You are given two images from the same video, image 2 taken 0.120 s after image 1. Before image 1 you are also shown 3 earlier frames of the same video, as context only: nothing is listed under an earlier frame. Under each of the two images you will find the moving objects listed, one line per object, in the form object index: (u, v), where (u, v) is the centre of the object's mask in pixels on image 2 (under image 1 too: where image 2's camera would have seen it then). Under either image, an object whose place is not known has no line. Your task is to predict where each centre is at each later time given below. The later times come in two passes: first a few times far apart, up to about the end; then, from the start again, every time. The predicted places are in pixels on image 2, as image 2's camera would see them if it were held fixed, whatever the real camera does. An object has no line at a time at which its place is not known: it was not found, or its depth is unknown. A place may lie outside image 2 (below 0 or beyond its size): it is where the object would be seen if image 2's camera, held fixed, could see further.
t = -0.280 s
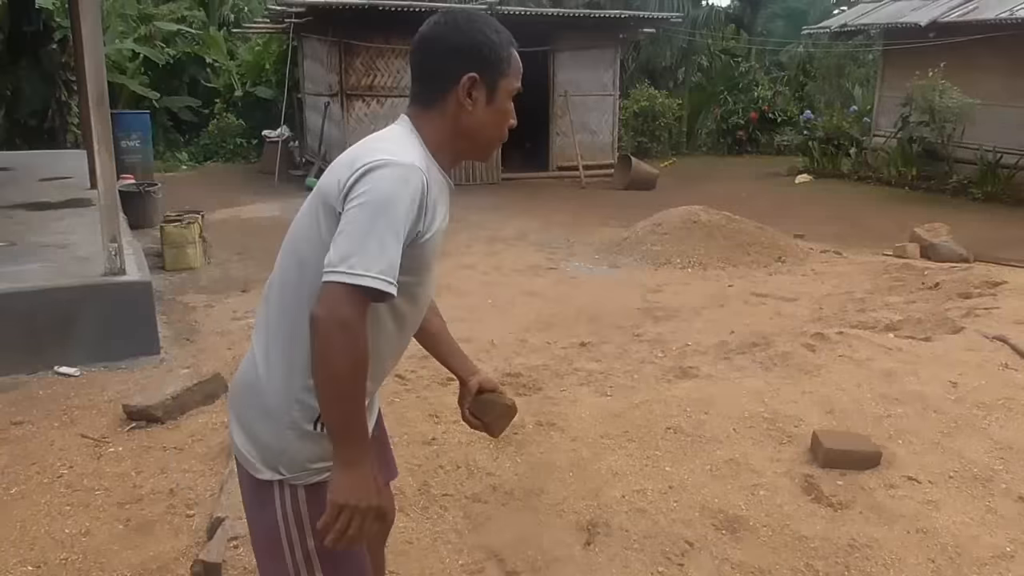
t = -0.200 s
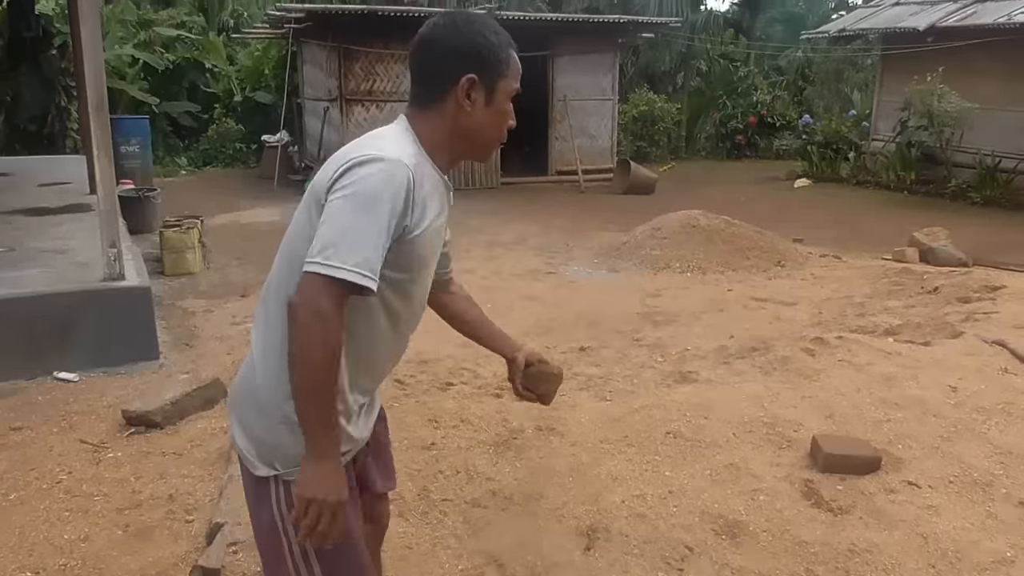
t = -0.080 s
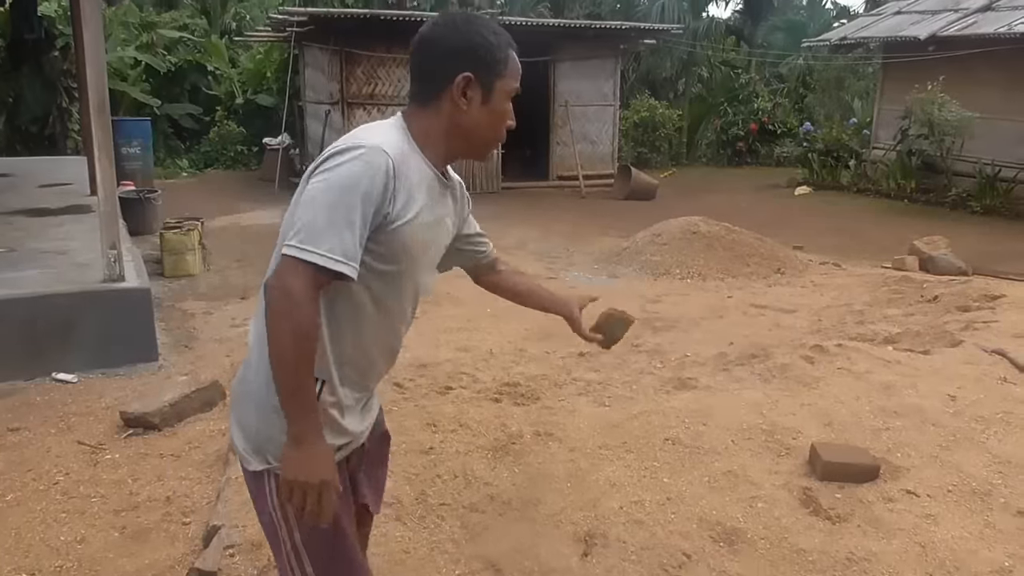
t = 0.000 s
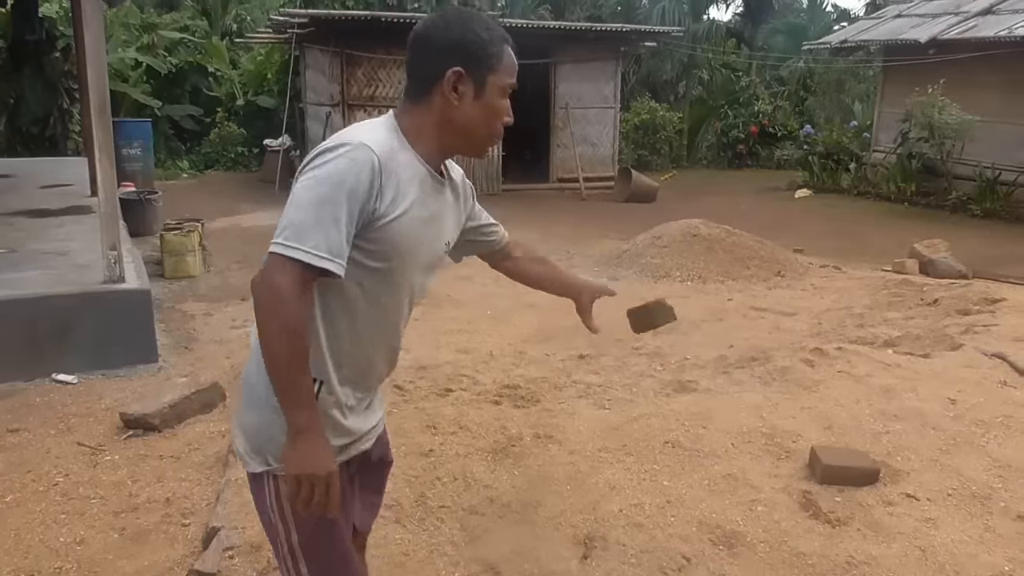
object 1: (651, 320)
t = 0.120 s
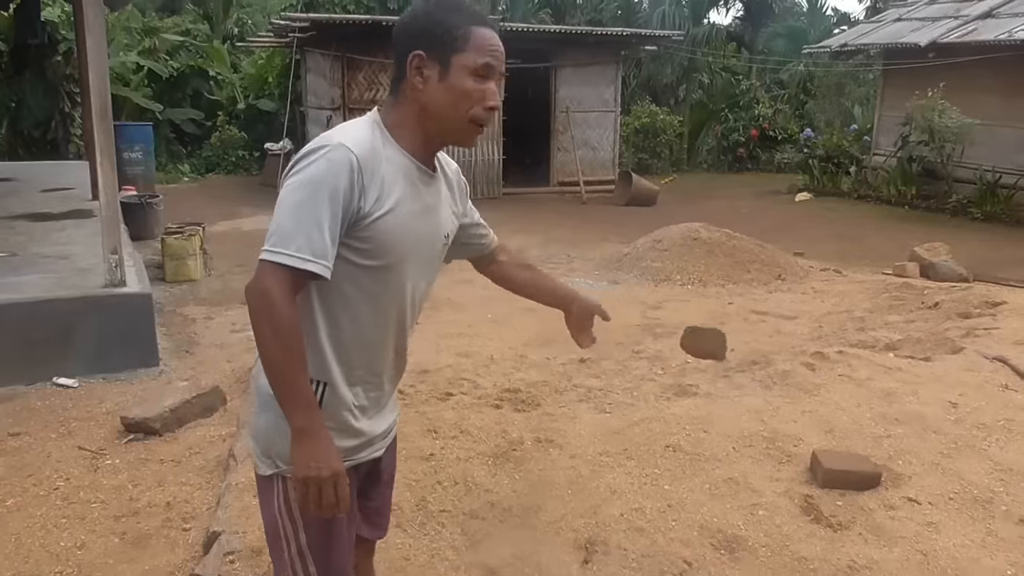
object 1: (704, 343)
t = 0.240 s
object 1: (745, 412)
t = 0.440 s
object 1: (807, 435)
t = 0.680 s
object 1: (852, 435)
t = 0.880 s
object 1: (866, 436)
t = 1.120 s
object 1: (866, 436)
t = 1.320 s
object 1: (866, 436)
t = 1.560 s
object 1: (866, 436)
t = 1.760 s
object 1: (866, 436)
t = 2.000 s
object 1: (865, 436)
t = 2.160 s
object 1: (866, 436)
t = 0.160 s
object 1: (719, 362)
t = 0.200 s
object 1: (733, 385)
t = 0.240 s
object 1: (745, 412)
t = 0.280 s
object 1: (756, 444)
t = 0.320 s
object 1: (769, 449)
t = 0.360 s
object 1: (783, 442)
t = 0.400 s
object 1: (796, 437)
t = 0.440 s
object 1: (807, 435)
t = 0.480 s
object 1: (816, 435)
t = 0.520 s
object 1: (826, 436)
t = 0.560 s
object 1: (835, 434)
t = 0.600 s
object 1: (842, 434)
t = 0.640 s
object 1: (847, 435)
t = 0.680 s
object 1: (852, 435)
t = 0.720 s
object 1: (858, 435)
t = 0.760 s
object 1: (863, 435)
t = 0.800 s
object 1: (866, 435)
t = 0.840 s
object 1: (866, 436)
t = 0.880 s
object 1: (866, 436)
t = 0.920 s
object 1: (866, 436)
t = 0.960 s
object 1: (866, 436)
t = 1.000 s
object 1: (866, 436)
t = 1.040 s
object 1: (866, 436)
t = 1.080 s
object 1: (866, 436)
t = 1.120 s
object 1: (866, 436)
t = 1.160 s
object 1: (866, 436)
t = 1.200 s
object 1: (866, 436)
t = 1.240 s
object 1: (866, 436)
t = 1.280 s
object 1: (866, 436)
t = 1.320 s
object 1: (866, 436)
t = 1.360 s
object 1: (866, 436)
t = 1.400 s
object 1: (866, 436)
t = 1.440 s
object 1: (866, 436)
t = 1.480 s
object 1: (866, 436)
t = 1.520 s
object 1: (866, 436)
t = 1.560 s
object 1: (866, 436)
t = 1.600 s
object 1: (865, 436)
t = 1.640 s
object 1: (865, 436)
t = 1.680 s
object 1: (866, 436)
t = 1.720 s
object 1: (866, 436)
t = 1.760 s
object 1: (866, 436)
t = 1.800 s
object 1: (866, 436)
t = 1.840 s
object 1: (865, 436)
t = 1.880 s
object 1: (865, 436)
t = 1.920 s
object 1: (865, 436)
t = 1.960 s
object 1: (866, 436)
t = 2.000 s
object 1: (865, 436)
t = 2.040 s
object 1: (865, 436)
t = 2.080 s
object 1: (865, 436)
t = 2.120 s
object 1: (865, 436)
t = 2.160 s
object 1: (866, 436)
